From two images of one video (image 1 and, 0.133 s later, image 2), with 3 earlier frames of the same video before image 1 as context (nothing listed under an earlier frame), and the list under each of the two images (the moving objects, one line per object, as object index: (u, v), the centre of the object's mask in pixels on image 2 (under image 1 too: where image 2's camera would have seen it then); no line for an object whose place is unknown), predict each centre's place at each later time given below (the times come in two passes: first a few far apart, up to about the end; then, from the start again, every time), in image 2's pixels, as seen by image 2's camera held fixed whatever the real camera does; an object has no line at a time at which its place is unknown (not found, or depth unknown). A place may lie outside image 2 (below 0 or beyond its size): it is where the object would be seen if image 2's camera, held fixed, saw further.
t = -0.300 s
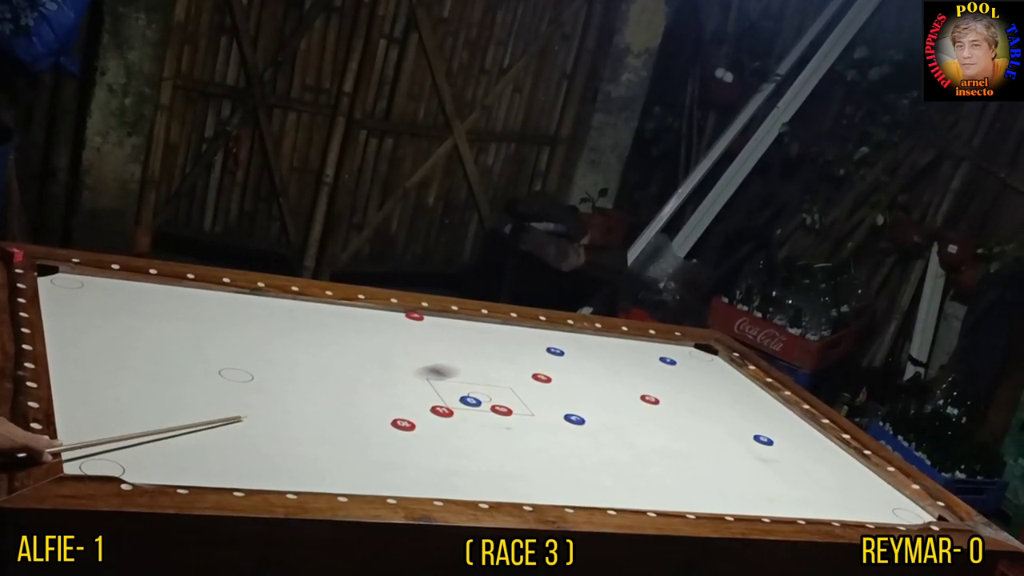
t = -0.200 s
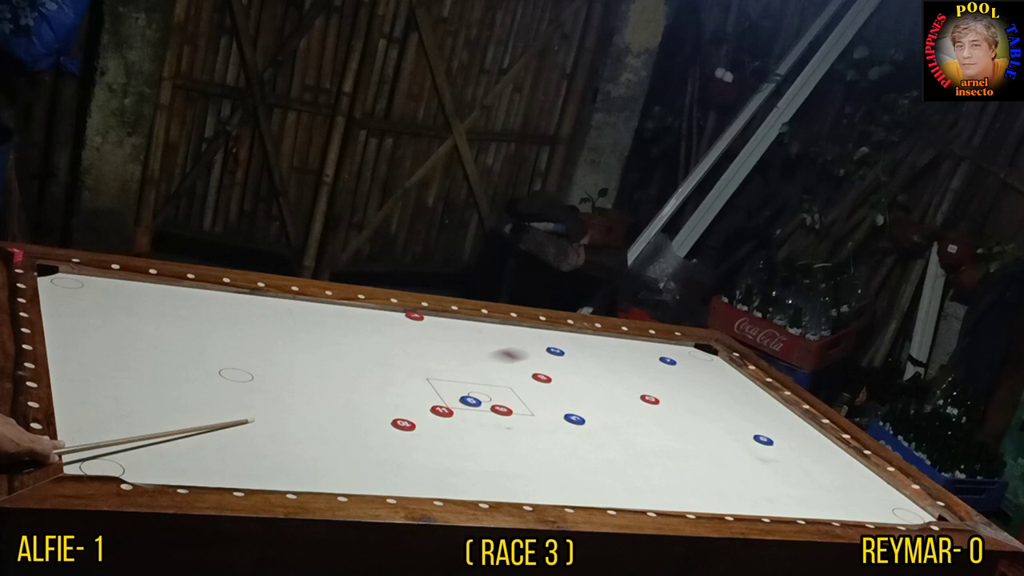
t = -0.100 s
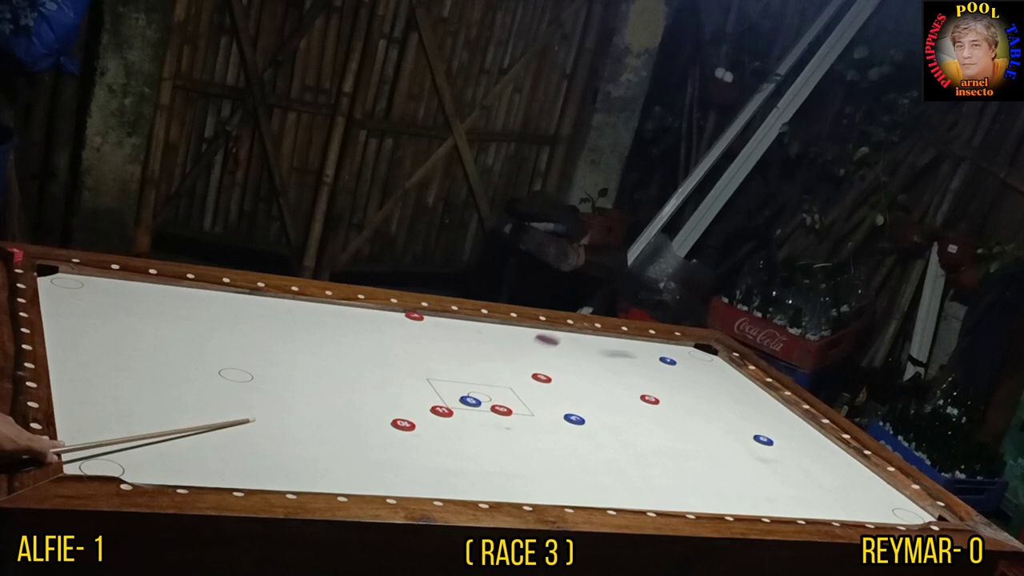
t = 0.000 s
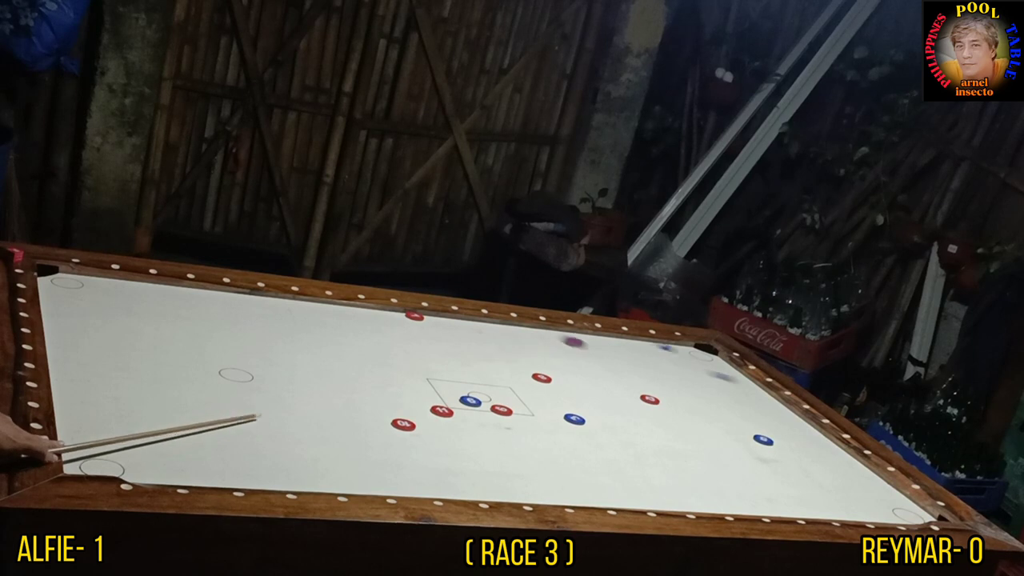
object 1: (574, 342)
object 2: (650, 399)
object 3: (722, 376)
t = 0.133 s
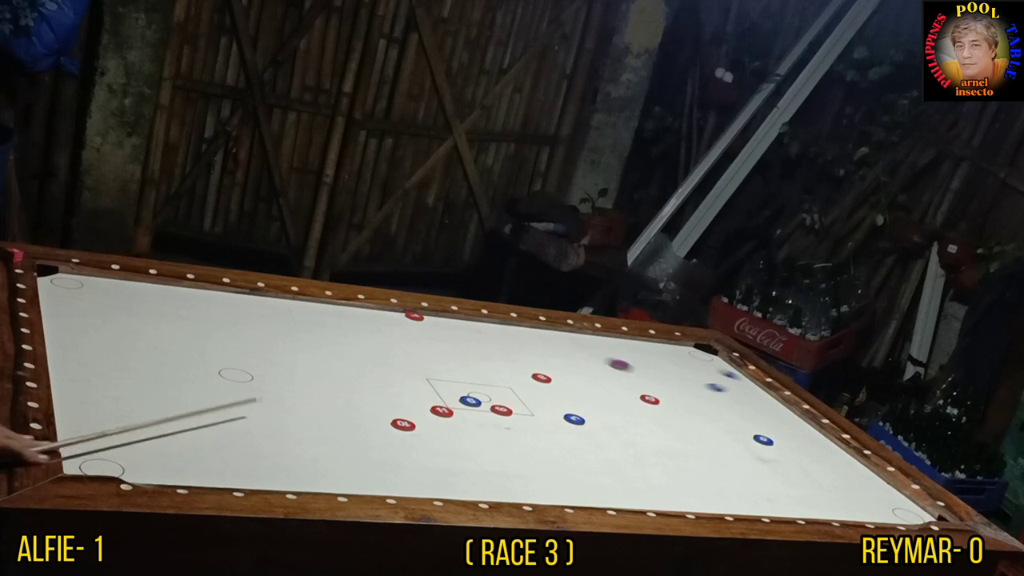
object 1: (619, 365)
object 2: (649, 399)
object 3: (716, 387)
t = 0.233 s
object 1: (653, 382)
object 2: (649, 399)
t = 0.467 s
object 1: (654, 397)
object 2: (647, 411)
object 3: (821, 454)
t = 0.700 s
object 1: (652, 403)
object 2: (642, 437)
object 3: (874, 503)
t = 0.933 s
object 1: (650, 406)
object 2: (635, 462)
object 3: (825, 502)
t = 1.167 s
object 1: (649, 407)
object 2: (627, 484)
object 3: (744, 470)
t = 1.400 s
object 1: (649, 408)
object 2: (619, 504)
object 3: (682, 446)
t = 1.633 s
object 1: (649, 408)
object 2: (596, 493)
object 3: (629, 426)
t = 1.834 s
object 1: (649, 408)
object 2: (579, 484)
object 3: (593, 412)
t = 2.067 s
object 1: (649, 408)
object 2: (566, 477)
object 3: (558, 399)
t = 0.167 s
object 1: (630, 370)
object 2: (649, 400)
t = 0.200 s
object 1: (642, 376)
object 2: (649, 399)
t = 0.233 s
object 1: (653, 382)
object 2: (649, 399)
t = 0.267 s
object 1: (655, 385)
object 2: (650, 400)
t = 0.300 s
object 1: (654, 388)
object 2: (649, 399)
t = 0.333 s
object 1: (654, 391)
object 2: (649, 399)
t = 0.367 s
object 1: (654, 393)
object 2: (650, 400)
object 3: (757, 426)
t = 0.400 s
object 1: (654, 394)
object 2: (649, 404)
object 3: (779, 436)
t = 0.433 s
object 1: (654, 396)
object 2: (648, 407)
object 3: (800, 445)
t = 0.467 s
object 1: (654, 397)
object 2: (647, 411)
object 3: (821, 454)
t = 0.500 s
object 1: (653, 398)
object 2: (647, 415)
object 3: (842, 464)
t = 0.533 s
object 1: (653, 399)
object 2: (646, 418)
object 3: (863, 473)
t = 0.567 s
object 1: (653, 400)
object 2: (645, 422)
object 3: (876, 482)
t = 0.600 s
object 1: (653, 401)
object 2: (644, 426)
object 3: (875, 487)
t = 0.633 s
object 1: (653, 401)
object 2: (643, 429)
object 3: (875, 492)
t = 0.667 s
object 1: (653, 402)
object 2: (642, 433)
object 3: (875, 498)
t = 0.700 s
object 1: (652, 403)
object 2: (642, 437)
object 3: (874, 503)
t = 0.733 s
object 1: (652, 403)
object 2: (640, 440)
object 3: (874, 508)
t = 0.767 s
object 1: (652, 404)
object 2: (640, 444)
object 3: (874, 514)
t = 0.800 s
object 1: (651, 404)
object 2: (639, 448)
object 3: (872, 518)
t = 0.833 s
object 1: (651, 405)
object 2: (638, 451)
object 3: (862, 516)
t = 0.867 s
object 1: (651, 405)
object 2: (637, 455)
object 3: (850, 512)
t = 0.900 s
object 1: (651, 406)
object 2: (635, 459)
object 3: (837, 507)
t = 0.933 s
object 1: (650, 406)
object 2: (635, 462)
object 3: (825, 502)
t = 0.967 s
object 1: (650, 406)
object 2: (633, 466)
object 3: (813, 497)
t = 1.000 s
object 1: (650, 406)
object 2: (632, 469)
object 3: (801, 492)
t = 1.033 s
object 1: (650, 407)
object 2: (631, 472)
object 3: (788, 488)
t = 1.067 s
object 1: (650, 407)
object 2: (630, 475)
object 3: (777, 484)
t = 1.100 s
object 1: (649, 407)
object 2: (629, 479)
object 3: (766, 479)
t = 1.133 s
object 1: (649, 407)
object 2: (628, 482)
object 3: (755, 475)
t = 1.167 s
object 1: (649, 407)
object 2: (627, 484)
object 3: (744, 470)
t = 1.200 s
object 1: (649, 408)
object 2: (626, 488)
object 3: (734, 466)
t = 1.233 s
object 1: (649, 408)
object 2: (625, 491)
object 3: (725, 463)
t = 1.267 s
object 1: (649, 407)
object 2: (624, 494)
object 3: (716, 459)
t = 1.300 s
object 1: (649, 408)
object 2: (623, 496)
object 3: (707, 456)
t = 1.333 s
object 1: (649, 408)
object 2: (622, 499)
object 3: (698, 453)
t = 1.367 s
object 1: (649, 408)
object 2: (621, 502)
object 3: (690, 450)
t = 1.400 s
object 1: (649, 408)
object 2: (619, 504)
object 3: (682, 446)
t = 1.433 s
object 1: (649, 408)
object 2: (617, 504)
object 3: (674, 443)
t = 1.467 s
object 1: (649, 408)
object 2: (613, 503)
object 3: (665, 440)
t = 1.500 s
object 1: (649, 408)
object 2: (610, 501)
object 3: (658, 437)
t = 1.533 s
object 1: (649, 407)
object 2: (606, 499)
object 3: (651, 434)
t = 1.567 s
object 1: (649, 408)
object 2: (603, 497)
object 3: (643, 431)
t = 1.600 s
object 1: (649, 408)
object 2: (599, 495)
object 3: (636, 429)
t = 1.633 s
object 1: (649, 408)
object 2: (596, 493)
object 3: (629, 426)
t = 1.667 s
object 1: (649, 408)
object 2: (593, 492)
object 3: (623, 423)
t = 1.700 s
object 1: (649, 408)
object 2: (590, 490)
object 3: (616, 421)
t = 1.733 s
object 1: (649, 407)
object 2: (587, 488)
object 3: (610, 419)
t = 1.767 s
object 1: (649, 408)
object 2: (584, 487)
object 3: (604, 416)
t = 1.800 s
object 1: (649, 408)
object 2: (581, 485)
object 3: (599, 414)
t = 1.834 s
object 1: (649, 408)
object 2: (579, 484)
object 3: (593, 412)
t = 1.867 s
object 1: (649, 408)
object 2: (576, 483)
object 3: (587, 410)
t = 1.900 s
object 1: (649, 408)
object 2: (574, 481)
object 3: (582, 408)
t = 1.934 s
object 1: (649, 408)
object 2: (572, 480)
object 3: (577, 406)
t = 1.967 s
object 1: (649, 408)
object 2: (570, 479)
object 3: (571, 404)
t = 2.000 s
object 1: (649, 408)
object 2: (568, 478)
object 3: (566, 402)
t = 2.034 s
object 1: (649, 408)
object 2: (567, 478)
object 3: (562, 401)
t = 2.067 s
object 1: (649, 408)
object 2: (566, 477)
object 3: (558, 399)
